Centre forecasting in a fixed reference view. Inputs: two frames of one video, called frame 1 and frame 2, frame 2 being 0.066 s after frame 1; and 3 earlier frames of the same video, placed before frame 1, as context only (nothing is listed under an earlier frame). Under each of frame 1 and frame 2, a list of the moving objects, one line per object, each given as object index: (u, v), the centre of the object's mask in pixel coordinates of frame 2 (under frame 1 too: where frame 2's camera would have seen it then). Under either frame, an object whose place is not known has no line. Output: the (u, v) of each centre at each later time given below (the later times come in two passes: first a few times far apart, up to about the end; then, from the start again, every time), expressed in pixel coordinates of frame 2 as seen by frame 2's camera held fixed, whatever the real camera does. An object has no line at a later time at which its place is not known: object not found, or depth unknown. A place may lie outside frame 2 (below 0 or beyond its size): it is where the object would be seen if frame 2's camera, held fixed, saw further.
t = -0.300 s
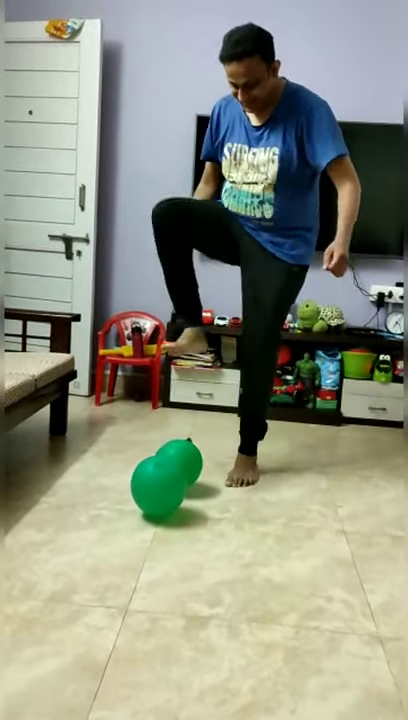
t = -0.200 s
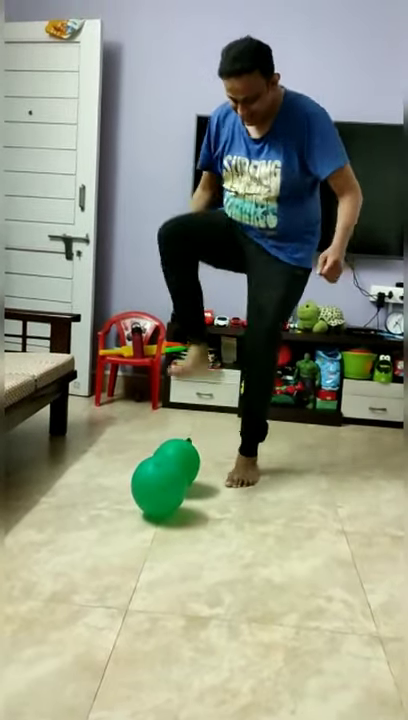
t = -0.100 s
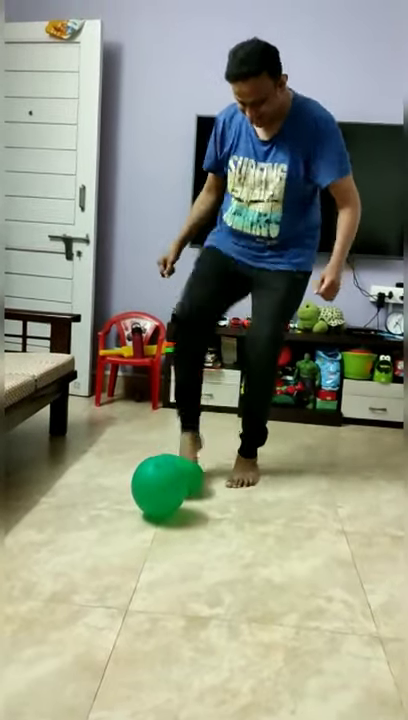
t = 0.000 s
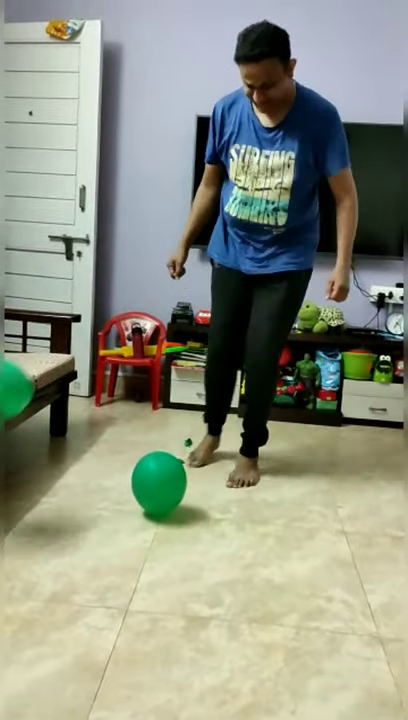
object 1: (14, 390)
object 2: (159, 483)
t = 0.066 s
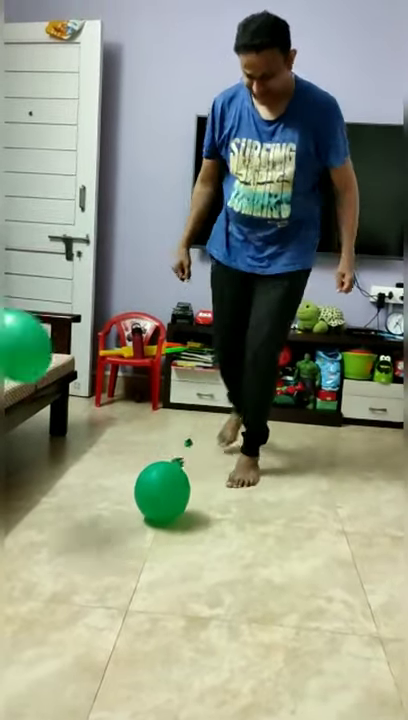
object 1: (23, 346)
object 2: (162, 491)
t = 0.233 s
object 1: (70, 319)
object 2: (171, 487)
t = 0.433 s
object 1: (125, 354)
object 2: (162, 485)
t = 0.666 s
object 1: (165, 445)
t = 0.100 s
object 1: (29, 334)
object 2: (165, 489)
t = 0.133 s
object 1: (40, 326)
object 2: (167, 486)
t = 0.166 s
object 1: (50, 322)
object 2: (168, 484)
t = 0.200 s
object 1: (60, 318)
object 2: (170, 485)
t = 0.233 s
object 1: (70, 319)
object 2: (171, 487)
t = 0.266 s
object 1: (78, 319)
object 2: (170, 489)
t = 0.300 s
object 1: (89, 322)
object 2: (169, 489)
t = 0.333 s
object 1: (99, 327)
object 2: (167, 487)
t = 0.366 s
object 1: (109, 335)
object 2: (165, 485)
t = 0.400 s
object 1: (118, 344)
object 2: (163, 484)
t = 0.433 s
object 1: (125, 354)
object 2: (162, 485)
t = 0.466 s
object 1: (132, 364)
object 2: (161, 487)
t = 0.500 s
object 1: (140, 376)
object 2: (161, 488)
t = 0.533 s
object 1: (146, 388)
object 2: (160, 488)
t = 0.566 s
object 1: (152, 403)
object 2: (160, 487)
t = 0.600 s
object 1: (157, 417)
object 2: (160, 486)
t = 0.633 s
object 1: (161, 431)
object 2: (159, 488)
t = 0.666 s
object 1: (165, 445)
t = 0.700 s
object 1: (167, 457)
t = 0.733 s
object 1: (169, 469)
